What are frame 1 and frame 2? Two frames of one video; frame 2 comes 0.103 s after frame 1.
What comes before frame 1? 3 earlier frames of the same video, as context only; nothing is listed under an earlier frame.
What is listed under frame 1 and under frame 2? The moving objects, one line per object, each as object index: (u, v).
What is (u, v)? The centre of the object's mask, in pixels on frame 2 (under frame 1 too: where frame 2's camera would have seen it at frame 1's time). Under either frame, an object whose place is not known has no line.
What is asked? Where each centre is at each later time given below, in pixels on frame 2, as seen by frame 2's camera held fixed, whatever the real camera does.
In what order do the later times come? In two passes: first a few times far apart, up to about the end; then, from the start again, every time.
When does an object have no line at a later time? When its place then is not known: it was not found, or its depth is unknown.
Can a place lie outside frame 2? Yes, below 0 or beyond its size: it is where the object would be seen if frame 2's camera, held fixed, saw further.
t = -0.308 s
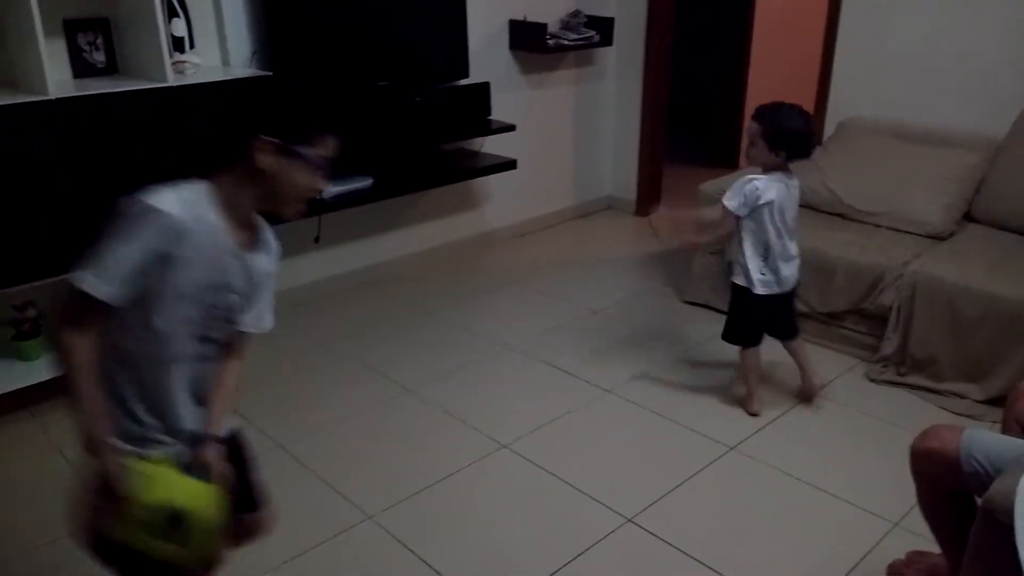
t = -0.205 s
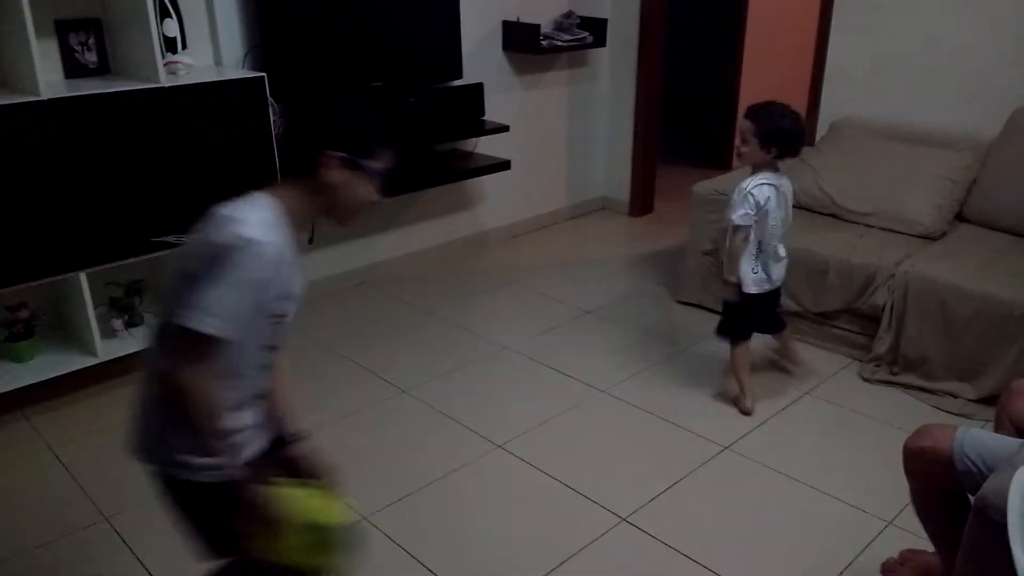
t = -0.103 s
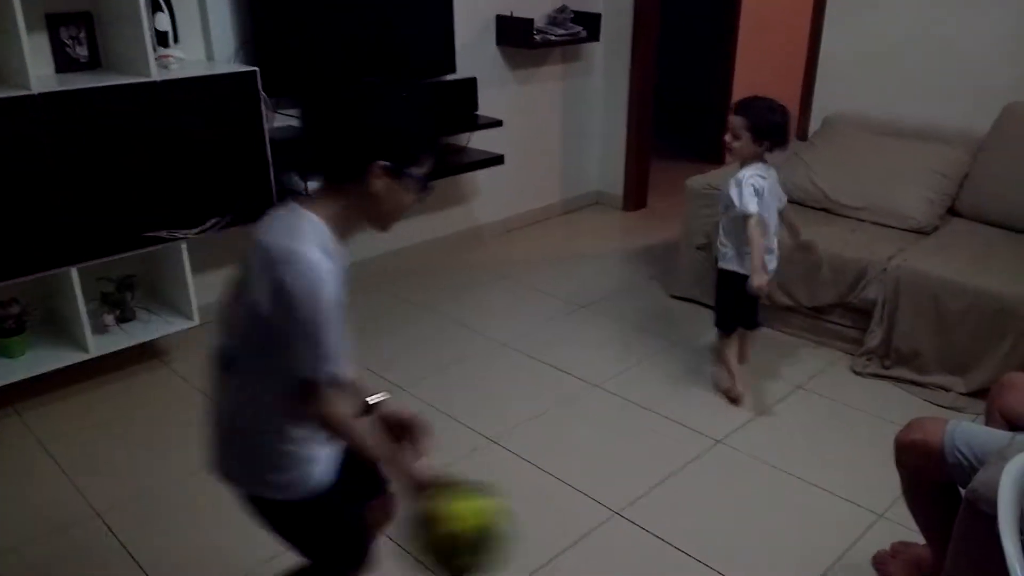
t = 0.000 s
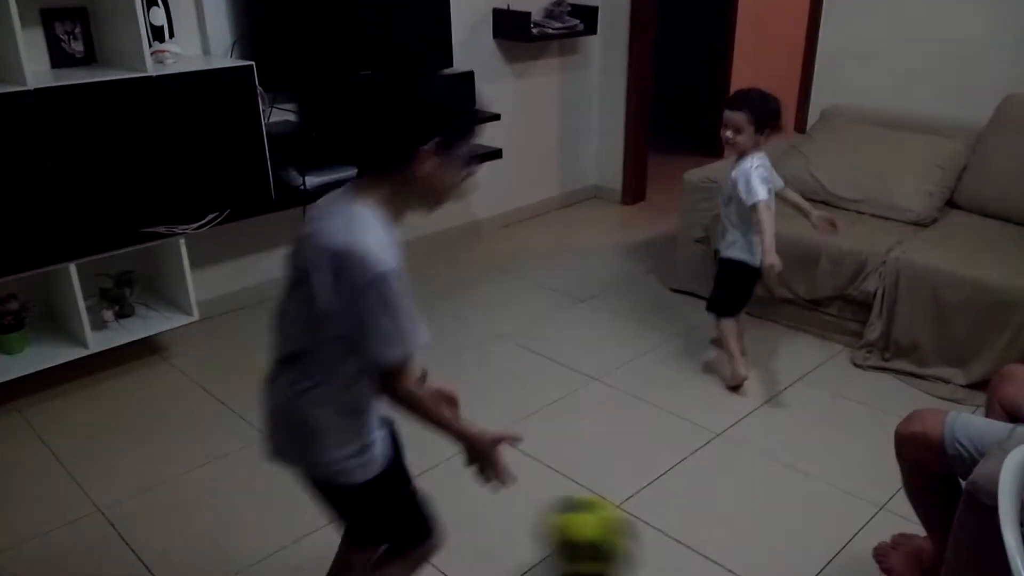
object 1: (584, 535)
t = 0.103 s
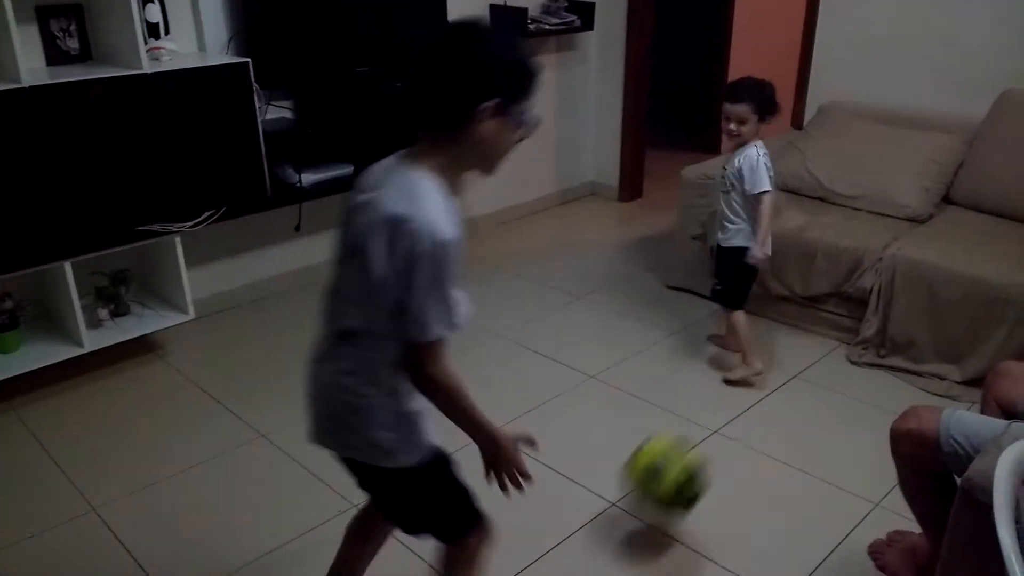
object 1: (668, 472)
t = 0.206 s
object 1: (733, 417)
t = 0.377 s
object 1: (816, 392)
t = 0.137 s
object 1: (690, 451)
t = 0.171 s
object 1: (712, 432)
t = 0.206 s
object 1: (733, 417)
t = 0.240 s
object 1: (751, 408)
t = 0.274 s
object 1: (769, 400)
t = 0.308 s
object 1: (785, 394)
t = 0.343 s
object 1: (800, 391)
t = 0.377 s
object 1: (816, 392)
